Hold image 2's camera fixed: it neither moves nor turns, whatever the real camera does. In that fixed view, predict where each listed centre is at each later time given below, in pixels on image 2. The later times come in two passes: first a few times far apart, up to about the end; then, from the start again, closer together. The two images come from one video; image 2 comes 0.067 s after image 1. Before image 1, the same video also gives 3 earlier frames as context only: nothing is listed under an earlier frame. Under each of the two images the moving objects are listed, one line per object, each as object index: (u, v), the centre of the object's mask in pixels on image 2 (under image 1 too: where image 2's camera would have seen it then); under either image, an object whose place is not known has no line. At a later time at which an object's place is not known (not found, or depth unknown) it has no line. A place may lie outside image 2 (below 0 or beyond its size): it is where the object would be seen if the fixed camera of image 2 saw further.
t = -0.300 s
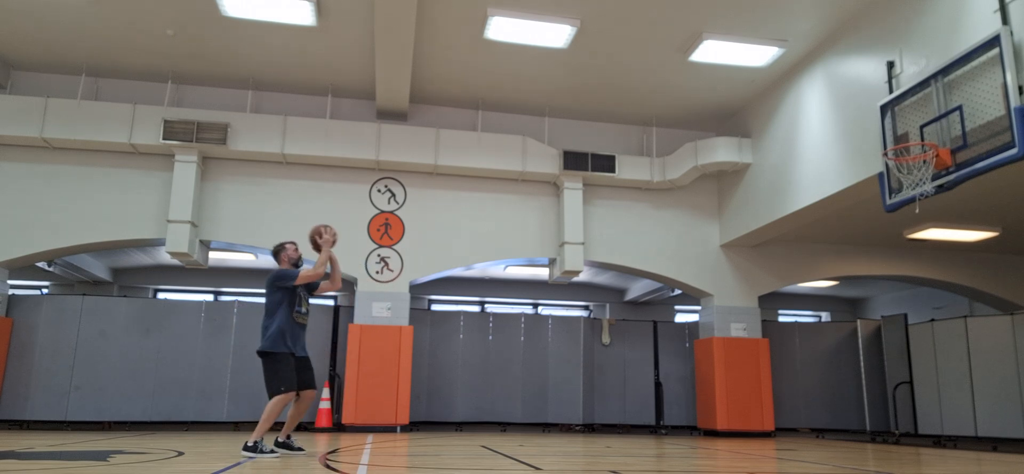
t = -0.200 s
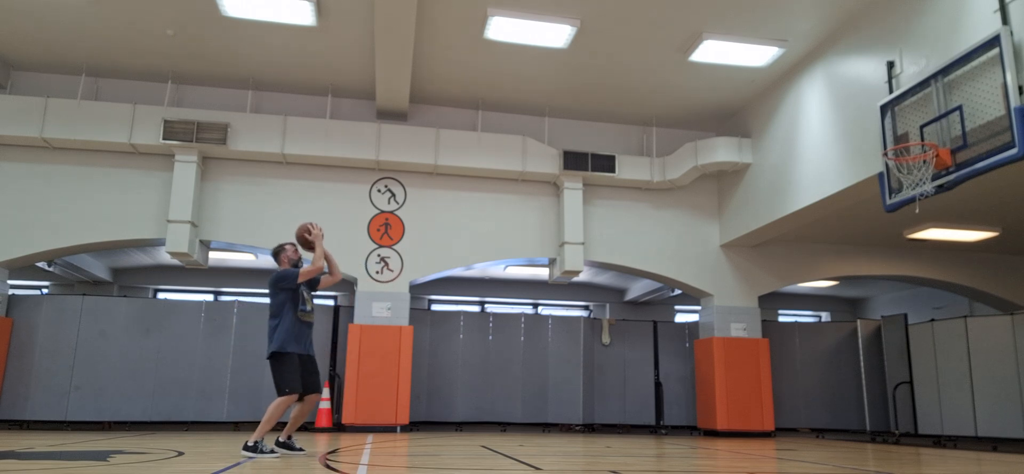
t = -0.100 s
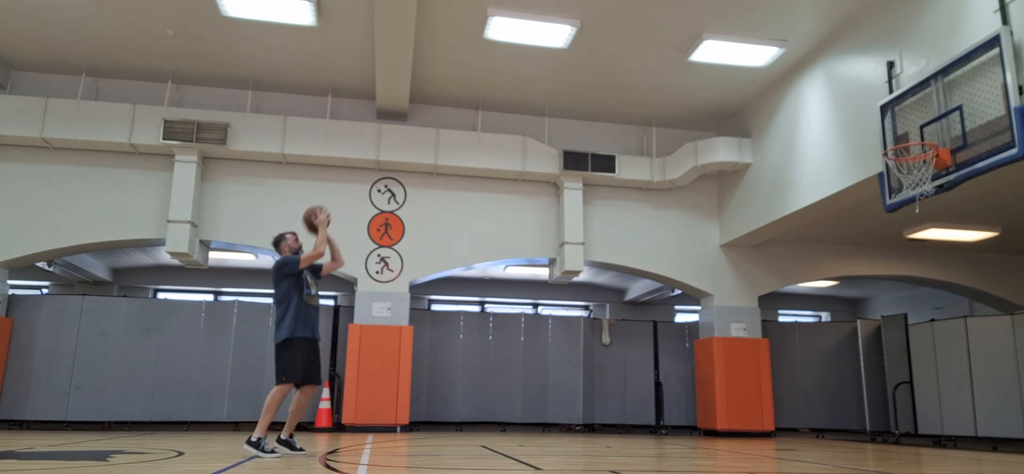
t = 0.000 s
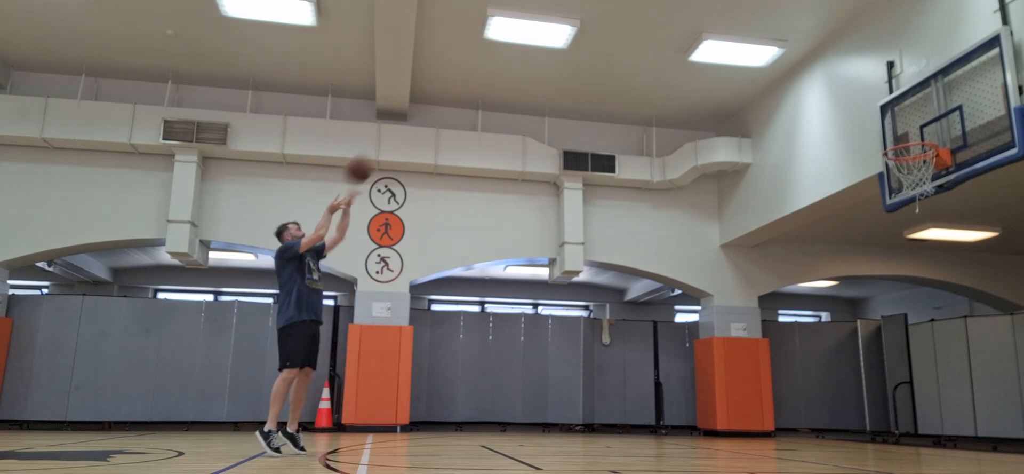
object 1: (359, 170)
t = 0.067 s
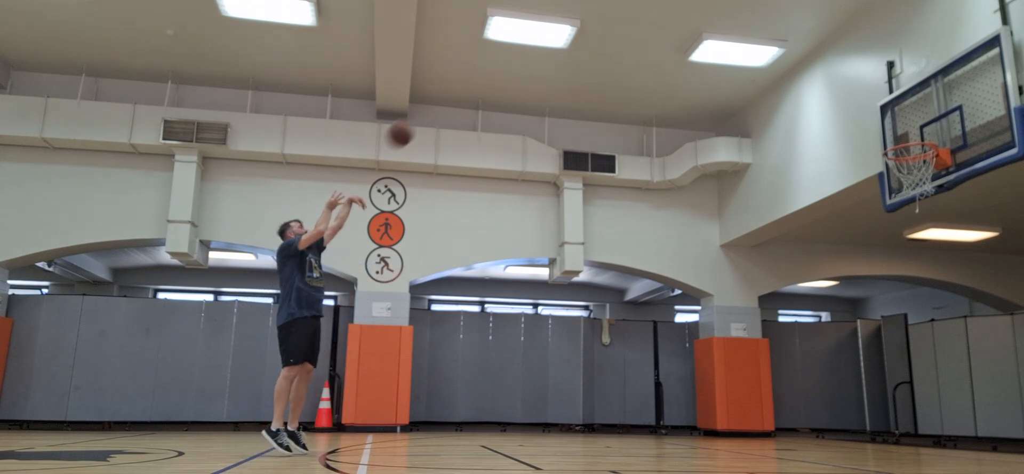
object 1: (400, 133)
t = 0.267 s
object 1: (513, 60)
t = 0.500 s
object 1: (631, 26)
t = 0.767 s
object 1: (760, 46)
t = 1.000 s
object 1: (872, 114)
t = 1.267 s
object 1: (931, 184)
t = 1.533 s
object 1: (918, 260)
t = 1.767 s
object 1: (914, 379)
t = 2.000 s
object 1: (890, 386)
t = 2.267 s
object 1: (854, 316)
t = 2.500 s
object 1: (827, 313)
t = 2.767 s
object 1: (803, 369)
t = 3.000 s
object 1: (783, 423)
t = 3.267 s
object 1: (757, 367)
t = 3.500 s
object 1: (739, 375)
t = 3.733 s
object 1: (724, 435)
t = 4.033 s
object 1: (698, 395)
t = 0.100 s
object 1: (419, 118)
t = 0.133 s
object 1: (439, 105)
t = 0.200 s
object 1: (476, 80)
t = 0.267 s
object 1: (513, 60)
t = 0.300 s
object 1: (530, 53)
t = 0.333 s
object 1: (547, 47)
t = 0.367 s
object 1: (566, 41)
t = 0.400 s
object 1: (583, 34)
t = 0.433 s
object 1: (599, 30)
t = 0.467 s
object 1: (615, 28)
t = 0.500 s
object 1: (631, 26)
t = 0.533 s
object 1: (648, 25)
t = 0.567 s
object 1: (664, 25)
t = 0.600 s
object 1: (680, 27)
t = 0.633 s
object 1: (696, 29)
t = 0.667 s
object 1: (712, 31)
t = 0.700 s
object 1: (728, 35)
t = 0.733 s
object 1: (744, 40)
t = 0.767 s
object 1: (760, 46)
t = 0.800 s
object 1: (776, 54)
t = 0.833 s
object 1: (791, 62)
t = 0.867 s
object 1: (806, 70)
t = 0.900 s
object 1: (824, 80)
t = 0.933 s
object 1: (839, 90)
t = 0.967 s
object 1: (855, 102)
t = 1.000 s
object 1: (872, 114)
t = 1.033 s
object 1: (888, 128)
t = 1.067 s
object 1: (903, 138)
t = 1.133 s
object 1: (934, 166)
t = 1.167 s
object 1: (936, 170)
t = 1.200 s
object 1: (935, 172)
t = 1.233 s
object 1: (934, 179)
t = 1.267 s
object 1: (931, 184)
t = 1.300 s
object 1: (929, 190)
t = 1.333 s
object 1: (927, 198)
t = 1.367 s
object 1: (926, 206)
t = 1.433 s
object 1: (922, 223)
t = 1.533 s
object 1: (918, 260)
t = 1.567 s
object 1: (917, 275)
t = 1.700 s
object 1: (915, 340)
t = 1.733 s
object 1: (915, 359)
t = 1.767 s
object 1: (914, 379)
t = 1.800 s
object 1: (914, 401)
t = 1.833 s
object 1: (913, 423)
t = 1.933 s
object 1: (901, 415)
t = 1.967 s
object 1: (896, 401)
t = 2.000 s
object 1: (890, 386)
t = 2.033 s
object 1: (885, 373)
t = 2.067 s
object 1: (880, 362)
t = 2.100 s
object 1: (876, 352)
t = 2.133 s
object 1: (872, 342)
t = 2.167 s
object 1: (867, 334)
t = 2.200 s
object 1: (864, 327)
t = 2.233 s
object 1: (858, 321)
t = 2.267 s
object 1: (854, 316)
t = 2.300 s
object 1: (849, 313)
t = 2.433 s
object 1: (834, 309)
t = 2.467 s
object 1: (831, 310)
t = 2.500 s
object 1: (827, 313)
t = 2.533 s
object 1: (824, 316)
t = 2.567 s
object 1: (821, 321)
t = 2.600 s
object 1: (817, 327)
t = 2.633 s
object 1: (814, 334)
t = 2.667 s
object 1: (811, 341)
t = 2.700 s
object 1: (808, 350)
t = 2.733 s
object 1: (805, 359)
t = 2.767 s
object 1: (803, 369)
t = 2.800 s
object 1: (799, 382)
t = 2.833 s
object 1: (796, 394)
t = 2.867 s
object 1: (794, 408)
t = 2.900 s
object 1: (791, 424)
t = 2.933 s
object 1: (788, 440)
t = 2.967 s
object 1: (786, 434)
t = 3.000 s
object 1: (783, 423)
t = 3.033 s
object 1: (779, 411)
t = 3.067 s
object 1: (775, 402)
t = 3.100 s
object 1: (772, 393)
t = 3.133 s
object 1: (769, 386)
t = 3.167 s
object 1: (766, 379)
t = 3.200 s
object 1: (762, 374)
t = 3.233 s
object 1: (760, 370)
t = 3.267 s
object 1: (757, 367)
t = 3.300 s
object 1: (754, 365)
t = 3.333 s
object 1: (751, 364)
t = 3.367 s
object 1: (749, 365)
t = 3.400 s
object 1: (746, 366)
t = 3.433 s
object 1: (744, 368)
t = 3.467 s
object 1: (741, 371)
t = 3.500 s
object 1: (739, 375)
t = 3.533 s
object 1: (737, 381)
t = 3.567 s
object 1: (735, 387)
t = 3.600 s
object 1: (733, 394)
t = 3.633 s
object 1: (731, 403)
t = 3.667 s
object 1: (729, 412)
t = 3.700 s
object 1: (727, 423)
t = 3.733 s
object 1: (724, 435)
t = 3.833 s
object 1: (715, 420)
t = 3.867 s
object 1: (712, 413)
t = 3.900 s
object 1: (709, 407)
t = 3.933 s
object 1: (706, 403)
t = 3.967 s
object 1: (703, 399)
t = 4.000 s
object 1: (700, 397)
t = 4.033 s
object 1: (698, 395)
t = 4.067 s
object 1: (695, 395)
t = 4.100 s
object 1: (692, 395)
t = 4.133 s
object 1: (690, 397)
